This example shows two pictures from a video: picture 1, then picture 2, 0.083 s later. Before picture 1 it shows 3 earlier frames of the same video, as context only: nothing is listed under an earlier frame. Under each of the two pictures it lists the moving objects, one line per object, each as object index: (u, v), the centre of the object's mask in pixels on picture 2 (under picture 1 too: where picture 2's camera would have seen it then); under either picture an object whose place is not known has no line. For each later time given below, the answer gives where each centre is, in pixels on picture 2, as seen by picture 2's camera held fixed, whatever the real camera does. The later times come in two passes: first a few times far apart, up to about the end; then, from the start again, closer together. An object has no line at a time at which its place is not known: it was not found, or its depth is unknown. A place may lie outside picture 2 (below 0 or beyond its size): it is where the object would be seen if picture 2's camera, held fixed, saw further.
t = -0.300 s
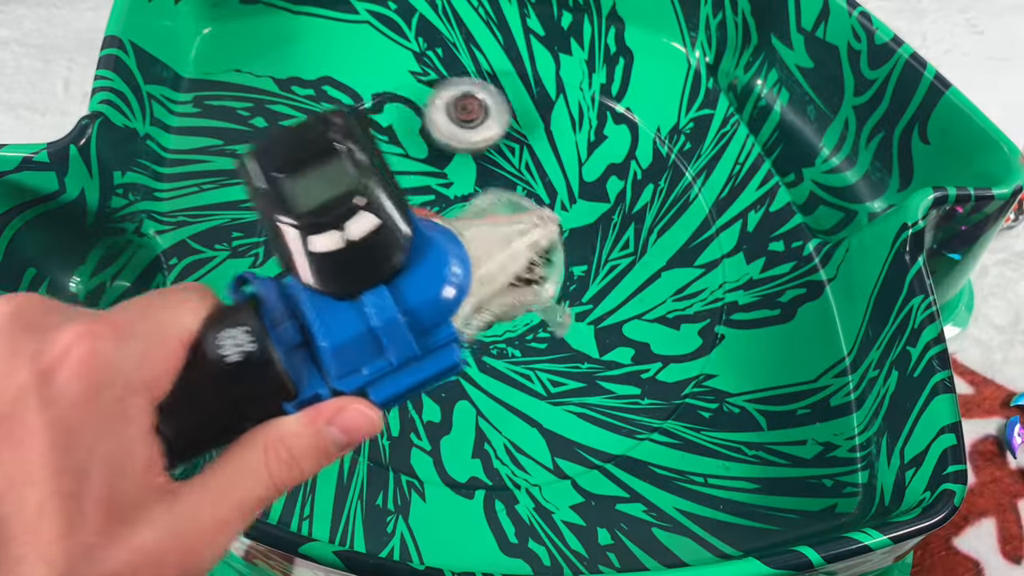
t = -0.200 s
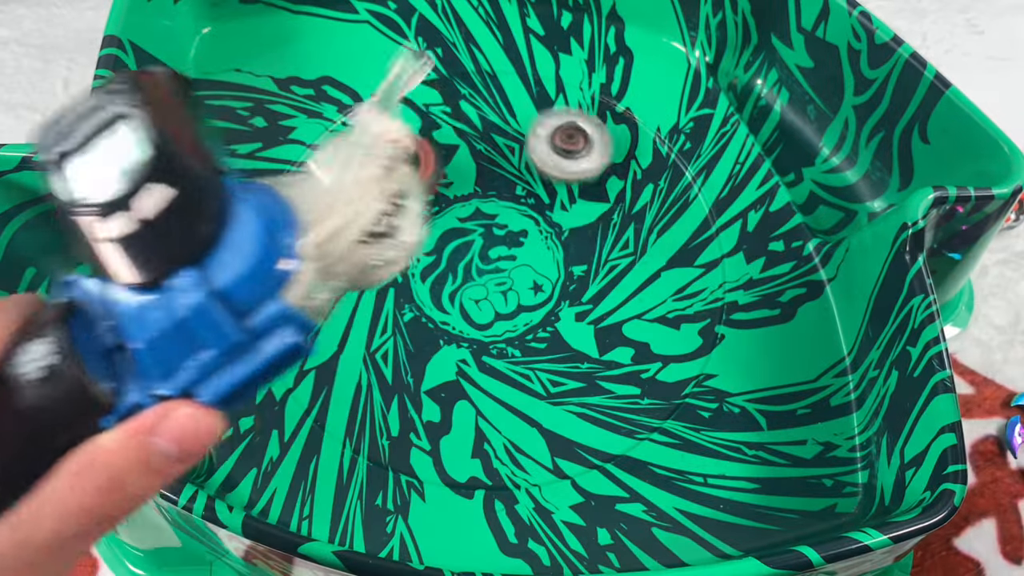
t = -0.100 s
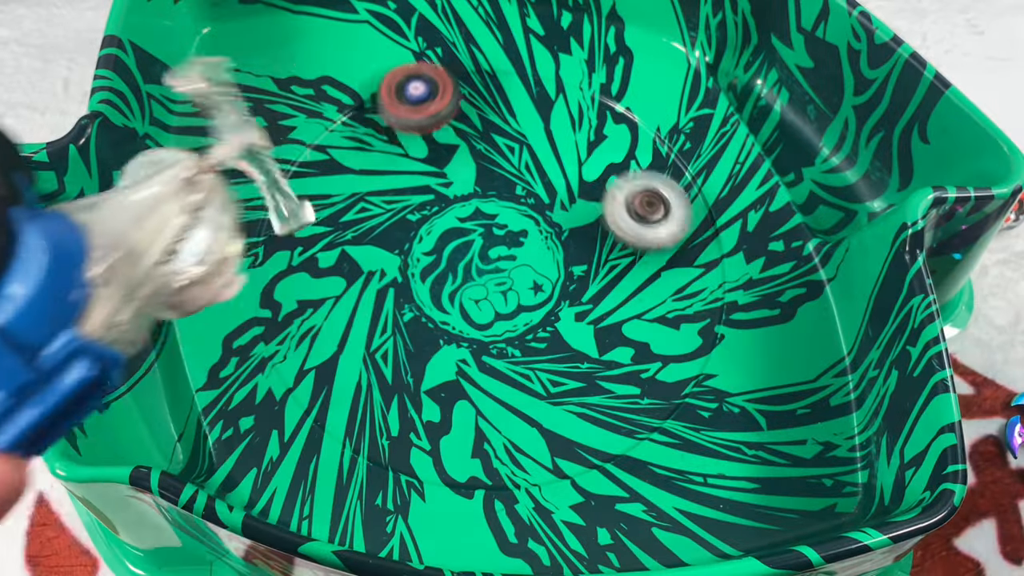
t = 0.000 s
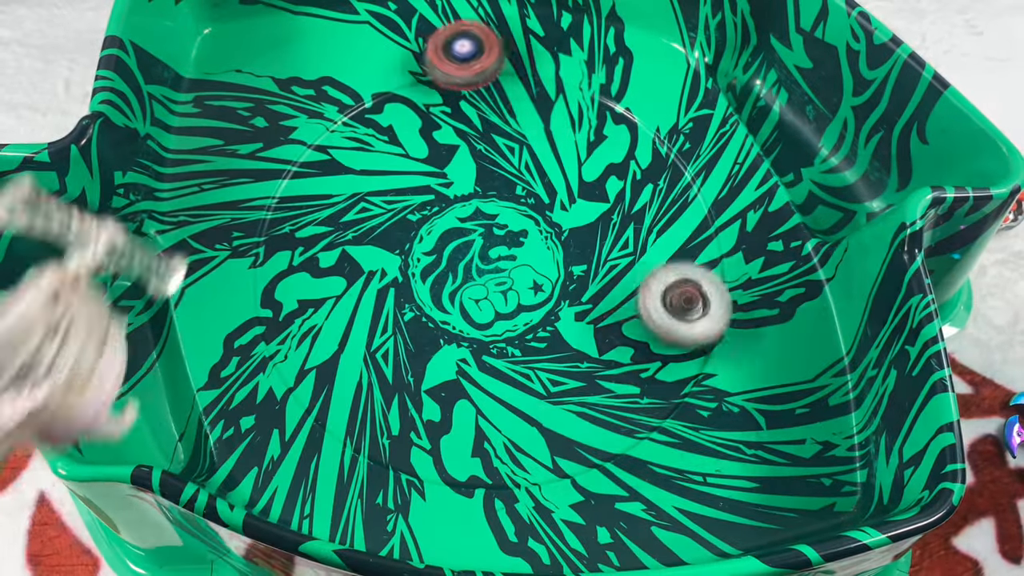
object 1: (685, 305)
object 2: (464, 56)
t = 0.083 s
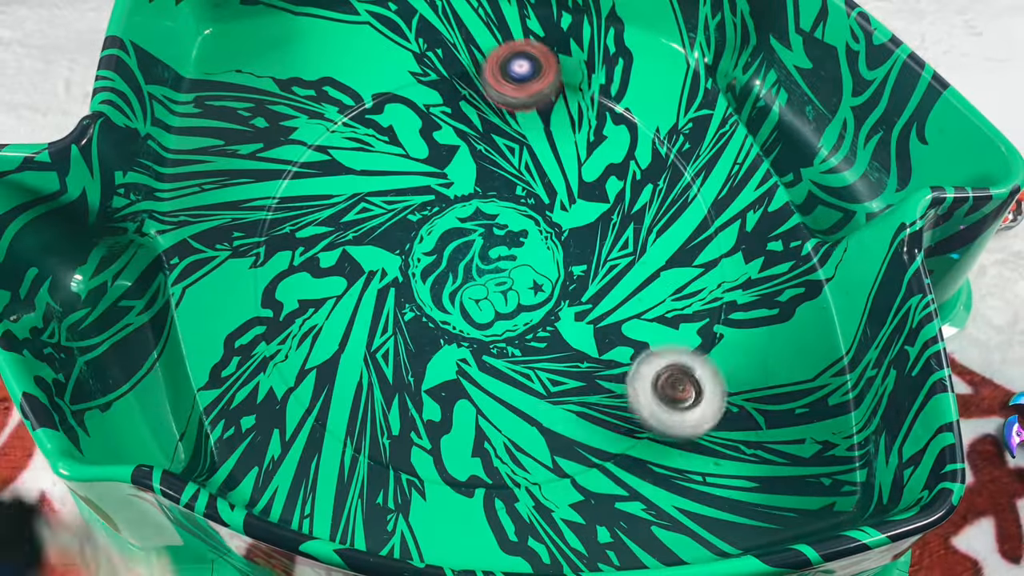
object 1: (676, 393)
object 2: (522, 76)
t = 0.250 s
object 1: (489, 458)
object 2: (670, 168)
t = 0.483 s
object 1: (287, 303)
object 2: (700, 456)
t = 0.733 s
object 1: (439, 113)
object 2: (362, 377)
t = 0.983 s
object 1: (690, 156)
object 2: (285, 28)
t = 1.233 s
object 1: (651, 408)
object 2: (624, 168)
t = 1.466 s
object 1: (377, 389)
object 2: (743, 464)
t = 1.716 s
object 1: (326, 155)
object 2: (360, 372)
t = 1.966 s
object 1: (528, 67)
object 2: (289, 52)
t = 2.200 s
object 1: (683, 212)
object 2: (570, 95)
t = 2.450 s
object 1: (549, 415)
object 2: (743, 390)
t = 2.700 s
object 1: (283, 341)
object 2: (414, 385)
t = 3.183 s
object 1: (530, 30)
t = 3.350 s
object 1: (536, 84)
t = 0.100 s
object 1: (667, 406)
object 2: (534, 83)
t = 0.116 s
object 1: (653, 418)
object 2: (548, 90)
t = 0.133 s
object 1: (637, 428)
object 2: (561, 98)
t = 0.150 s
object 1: (616, 436)
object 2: (576, 106)
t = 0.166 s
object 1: (595, 441)
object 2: (590, 115)
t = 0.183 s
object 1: (574, 445)
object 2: (605, 124)
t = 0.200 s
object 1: (552, 449)
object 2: (622, 134)
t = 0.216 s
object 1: (531, 453)
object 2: (638, 144)
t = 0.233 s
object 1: (510, 457)
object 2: (654, 155)
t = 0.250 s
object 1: (489, 458)
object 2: (670, 168)
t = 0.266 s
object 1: (468, 459)
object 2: (687, 182)
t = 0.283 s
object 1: (446, 459)
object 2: (701, 197)
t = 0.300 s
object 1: (425, 456)
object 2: (715, 214)
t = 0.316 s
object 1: (406, 450)
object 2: (721, 231)
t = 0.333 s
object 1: (385, 441)
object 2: (727, 252)
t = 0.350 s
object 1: (366, 430)
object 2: (730, 274)
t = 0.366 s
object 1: (350, 418)
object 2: (732, 296)
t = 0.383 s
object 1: (334, 404)
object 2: (733, 320)
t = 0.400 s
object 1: (320, 389)
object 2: (732, 345)
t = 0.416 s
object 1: (309, 373)
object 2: (729, 368)
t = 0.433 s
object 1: (300, 355)
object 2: (724, 391)
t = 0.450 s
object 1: (294, 338)
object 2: (717, 414)
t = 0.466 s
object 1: (290, 320)
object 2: (710, 436)
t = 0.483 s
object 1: (287, 303)
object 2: (700, 456)
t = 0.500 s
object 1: (287, 284)
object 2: (689, 476)
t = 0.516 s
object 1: (289, 268)
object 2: (677, 492)
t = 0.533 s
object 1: (293, 251)
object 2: (663, 507)
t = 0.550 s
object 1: (298, 235)
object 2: (646, 514)
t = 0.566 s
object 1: (305, 219)
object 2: (623, 507)
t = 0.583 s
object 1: (313, 205)
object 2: (599, 502)
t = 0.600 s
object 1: (323, 191)
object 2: (572, 494)
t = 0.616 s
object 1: (334, 178)
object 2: (546, 485)
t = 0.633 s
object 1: (347, 166)
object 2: (519, 473)
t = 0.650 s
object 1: (360, 154)
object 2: (491, 461)
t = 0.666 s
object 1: (375, 143)
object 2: (465, 450)
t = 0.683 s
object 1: (390, 134)
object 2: (437, 433)
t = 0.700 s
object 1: (406, 126)
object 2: (410, 417)
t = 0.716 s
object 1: (423, 119)
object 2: (386, 398)
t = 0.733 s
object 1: (439, 113)
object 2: (362, 377)
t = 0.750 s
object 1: (456, 109)
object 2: (340, 355)
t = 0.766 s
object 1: (473, 104)
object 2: (319, 331)
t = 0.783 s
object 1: (490, 102)
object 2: (302, 306)
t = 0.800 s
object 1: (508, 100)
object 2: (284, 281)
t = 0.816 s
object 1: (526, 100)
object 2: (271, 257)
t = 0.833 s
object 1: (543, 100)
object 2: (260, 232)
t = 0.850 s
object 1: (562, 102)
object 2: (254, 205)
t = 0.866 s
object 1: (579, 105)
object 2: (254, 175)
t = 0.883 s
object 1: (597, 109)
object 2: (255, 152)
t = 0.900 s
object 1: (615, 114)
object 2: (257, 134)
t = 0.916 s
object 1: (632, 119)
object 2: (261, 110)
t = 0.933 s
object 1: (648, 127)
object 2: (265, 86)
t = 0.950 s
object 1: (664, 135)
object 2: (271, 64)
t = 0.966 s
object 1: (677, 144)
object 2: (277, 42)
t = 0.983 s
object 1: (690, 156)
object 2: (285, 28)
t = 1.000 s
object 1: (701, 171)
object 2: (304, 31)
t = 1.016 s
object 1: (709, 187)
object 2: (325, 35)
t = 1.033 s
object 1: (713, 204)
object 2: (346, 41)
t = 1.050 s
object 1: (715, 222)
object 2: (368, 54)
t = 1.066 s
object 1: (716, 241)
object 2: (390, 65)
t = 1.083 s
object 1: (715, 260)
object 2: (414, 71)
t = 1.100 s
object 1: (714, 278)
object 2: (436, 80)
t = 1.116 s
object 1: (712, 296)
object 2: (459, 92)
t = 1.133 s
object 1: (709, 314)
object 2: (481, 100)
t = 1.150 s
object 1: (706, 332)
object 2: (506, 109)
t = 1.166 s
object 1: (700, 349)
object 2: (530, 120)
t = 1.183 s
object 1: (692, 365)
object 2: (555, 129)
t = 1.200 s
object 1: (681, 380)
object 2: (579, 141)
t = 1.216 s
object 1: (668, 395)
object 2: (602, 154)
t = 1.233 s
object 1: (651, 408)
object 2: (624, 168)
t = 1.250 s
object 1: (634, 419)
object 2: (646, 183)
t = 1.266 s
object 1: (615, 428)
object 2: (667, 198)
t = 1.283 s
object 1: (595, 436)
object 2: (685, 214)
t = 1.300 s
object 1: (574, 441)
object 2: (704, 231)
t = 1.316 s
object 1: (554, 444)
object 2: (721, 250)
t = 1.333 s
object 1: (532, 445)
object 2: (732, 269)
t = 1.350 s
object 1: (511, 444)
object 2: (737, 287)
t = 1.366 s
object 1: (488, 442)
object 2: (740, 309)
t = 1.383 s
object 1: (469, 437)
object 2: (743, 332)
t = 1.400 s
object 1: (448, 431)
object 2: (746, 357)
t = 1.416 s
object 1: (428, 422)
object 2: (747, 383)
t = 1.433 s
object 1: (410, 412)
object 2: (747, 410)
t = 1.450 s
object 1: (394, 401)
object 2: (747, 436)
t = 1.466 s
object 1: (377, 389)
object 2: (743, 464)
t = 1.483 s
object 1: (363, 375)
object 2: (738, 489)
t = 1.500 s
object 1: (350, 359)
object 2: (723, 497)
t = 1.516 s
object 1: (337, 342)
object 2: (695, 489)
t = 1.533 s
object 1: (328, 328)
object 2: (670, 485)
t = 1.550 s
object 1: (320, 311)
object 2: (643, 481)
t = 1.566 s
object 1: (314, 296)
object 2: (616, 477)
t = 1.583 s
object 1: (309, 279)
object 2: (588, 468)
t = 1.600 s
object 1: (306, 263)
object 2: (560, 460)
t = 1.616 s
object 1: (305, 247)
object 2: (530, 453)
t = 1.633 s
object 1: (305, 231)
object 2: (502, 444)
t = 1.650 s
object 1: (307, 215)
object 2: (472, 435)
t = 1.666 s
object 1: (310, 199)
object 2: (442, 421)
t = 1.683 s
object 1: (314, 185)
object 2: (413, 407)
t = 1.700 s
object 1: (319, 169)
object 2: (386, 390)
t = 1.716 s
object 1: (326, 155)
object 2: (360, 372)
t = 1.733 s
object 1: (333, 141)
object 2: (337, 352)
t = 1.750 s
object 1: (342, 128)
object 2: (315, 331)
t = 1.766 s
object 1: (352, 116)
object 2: (296, 309)
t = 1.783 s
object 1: (362, 104)
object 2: (279, 287)
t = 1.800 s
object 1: (374, 93)
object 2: (264, 263)
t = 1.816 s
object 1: (386, 84)
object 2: (253, 240)
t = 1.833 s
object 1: (400, 75)
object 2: (252, 214)
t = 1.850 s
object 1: (414, 68)
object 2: (253, 191)
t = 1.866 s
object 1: (428, 64)
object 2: (256, 168)
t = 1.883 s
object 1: (443, 61)
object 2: (260, 151)
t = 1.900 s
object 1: (459, 59)
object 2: (263, 132)
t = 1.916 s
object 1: (476, 59)
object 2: (269, 110)
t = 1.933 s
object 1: (493, 61)
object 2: (274, 91)
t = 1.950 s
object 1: (511, 64)
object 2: (281, 71)
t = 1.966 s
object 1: (528, 67)
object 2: (289, 52)
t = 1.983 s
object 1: (545, 70)
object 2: (297, 34)
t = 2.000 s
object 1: (560, 76)
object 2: (308, 27)
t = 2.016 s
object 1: (576, 83)
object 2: (327, 28)
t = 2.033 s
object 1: (590, 89)
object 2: (347, 29)
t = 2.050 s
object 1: (604, 97)
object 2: (368, 32)
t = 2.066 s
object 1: (618, 106)
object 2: (389, 37)
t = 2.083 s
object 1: (630, 116)
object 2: (411, 40)
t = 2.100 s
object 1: (641, 127)
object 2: (433, 47)
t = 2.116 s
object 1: (653, 140)
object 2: (454, 53)
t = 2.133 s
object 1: (662, 152)
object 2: (477, 59)
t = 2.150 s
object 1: (669, 166)
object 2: (499, 68)
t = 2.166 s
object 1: (676, 181)
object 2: (523, 76)
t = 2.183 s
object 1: (680, 196)
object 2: (547, 85)
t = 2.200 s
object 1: (683, 212)
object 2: (570, 95)
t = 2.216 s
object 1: (685, 229)
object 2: (592, 106)
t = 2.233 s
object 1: (686, 245)
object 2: (614, 118)
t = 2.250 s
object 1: (684, 261)
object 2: (636, 133)
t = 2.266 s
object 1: (681, 278)
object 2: (655, 146)
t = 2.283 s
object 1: (677, 294)
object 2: (673, 162)
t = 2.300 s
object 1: (671, 311)
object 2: (691, 180)
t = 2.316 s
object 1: (663, 326)
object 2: (707, 197)
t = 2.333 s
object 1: (653, 341)
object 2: (720, 217)
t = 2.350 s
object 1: (642, 355)
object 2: (726, 237)
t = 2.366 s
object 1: (630, 367)
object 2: (732, 261)
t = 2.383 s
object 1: (615, 380)
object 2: (737, 285)
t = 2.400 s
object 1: (601, 391)
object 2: (739, 311)
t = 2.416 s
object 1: (583, 401)
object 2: (742, 336)
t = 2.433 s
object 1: (567, 409)
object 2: (744, 363)
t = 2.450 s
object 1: (549, 415)
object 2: (743, 390)
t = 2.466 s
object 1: (530, 420)
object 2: (741, 417)
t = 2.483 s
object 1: (511, 424)
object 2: (738, 445)
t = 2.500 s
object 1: (491, 425)
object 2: (732, 470)
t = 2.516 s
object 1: (471, 426)
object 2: (723, 497)
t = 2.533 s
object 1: (450, 423)
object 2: (705, 499)
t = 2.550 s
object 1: (430, 420)
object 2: (674, 485)
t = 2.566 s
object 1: (410, 416)
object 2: (644, 476)
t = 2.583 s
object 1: (392, 412)
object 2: (614, 468)
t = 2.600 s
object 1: (373, 405)
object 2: (584, 462)
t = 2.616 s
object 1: (356, 397)
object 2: (555, 448)
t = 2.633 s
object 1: (338, 388)
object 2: (525, 439)
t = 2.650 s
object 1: (322, 378)
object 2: (498, 427)
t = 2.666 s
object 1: (308, 367)
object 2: (469, 414)
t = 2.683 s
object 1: (294, 354)
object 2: (440, 402)
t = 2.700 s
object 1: (283, 341)
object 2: (414, 385)
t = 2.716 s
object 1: (273, 327)
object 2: (389, 369)
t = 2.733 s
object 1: (265, 312)
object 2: (367, 353)
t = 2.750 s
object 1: (251, 293)
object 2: (357, 337)
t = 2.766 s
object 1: (220, 263)
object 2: (371, 324)
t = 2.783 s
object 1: (190, 234)
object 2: (384, 314)
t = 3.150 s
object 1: (531, 33)
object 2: (742, 121)
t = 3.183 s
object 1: (530, 30)
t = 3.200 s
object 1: (530, 32)
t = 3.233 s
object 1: (531, 35)
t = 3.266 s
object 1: (532, 41)
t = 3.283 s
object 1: (533, 47)
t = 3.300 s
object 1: (534, 56)
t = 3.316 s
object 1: (535, 63)
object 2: (843, 190)
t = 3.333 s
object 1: (535, 75)
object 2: (849, 192)
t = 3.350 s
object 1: (536, 84)
